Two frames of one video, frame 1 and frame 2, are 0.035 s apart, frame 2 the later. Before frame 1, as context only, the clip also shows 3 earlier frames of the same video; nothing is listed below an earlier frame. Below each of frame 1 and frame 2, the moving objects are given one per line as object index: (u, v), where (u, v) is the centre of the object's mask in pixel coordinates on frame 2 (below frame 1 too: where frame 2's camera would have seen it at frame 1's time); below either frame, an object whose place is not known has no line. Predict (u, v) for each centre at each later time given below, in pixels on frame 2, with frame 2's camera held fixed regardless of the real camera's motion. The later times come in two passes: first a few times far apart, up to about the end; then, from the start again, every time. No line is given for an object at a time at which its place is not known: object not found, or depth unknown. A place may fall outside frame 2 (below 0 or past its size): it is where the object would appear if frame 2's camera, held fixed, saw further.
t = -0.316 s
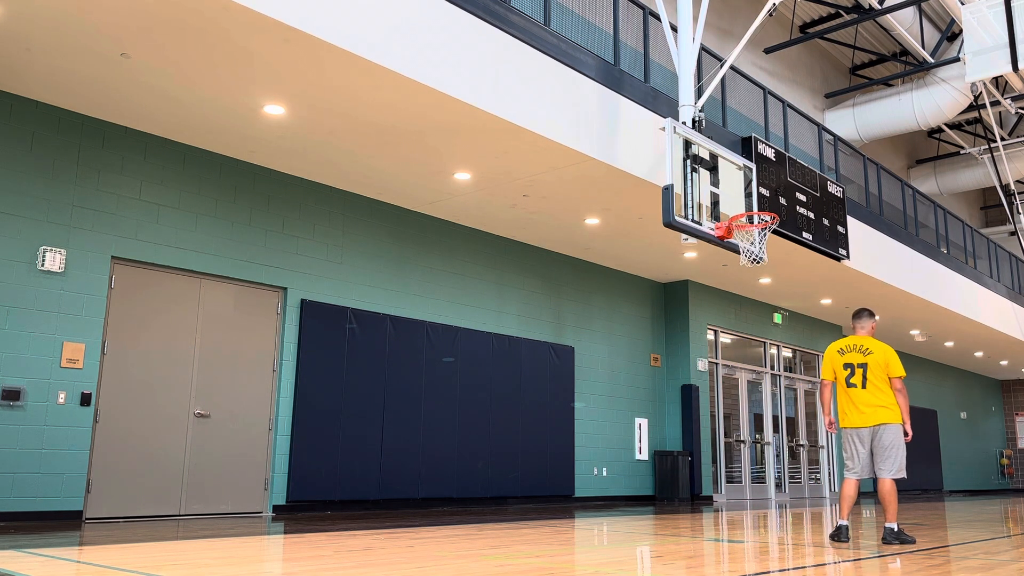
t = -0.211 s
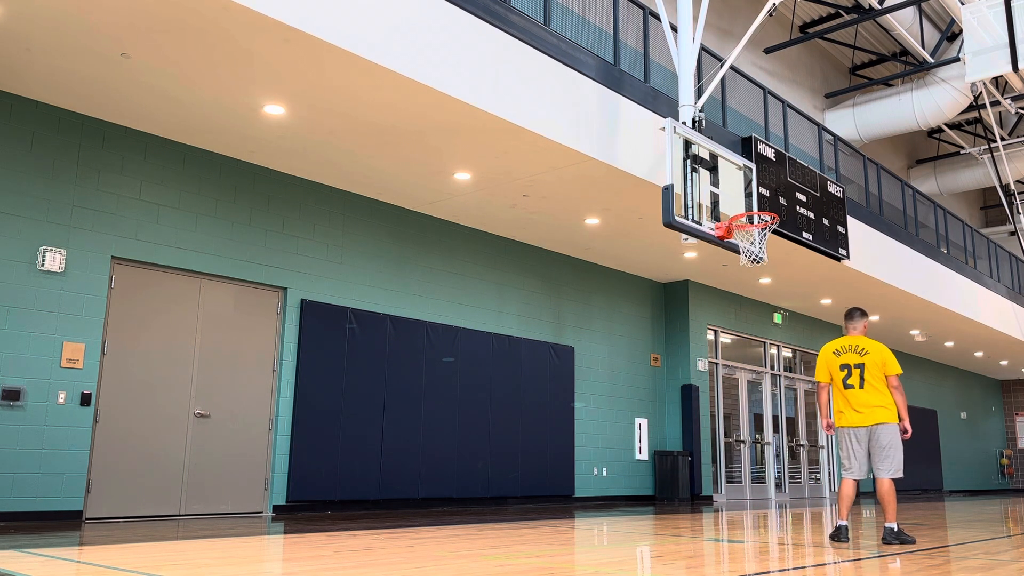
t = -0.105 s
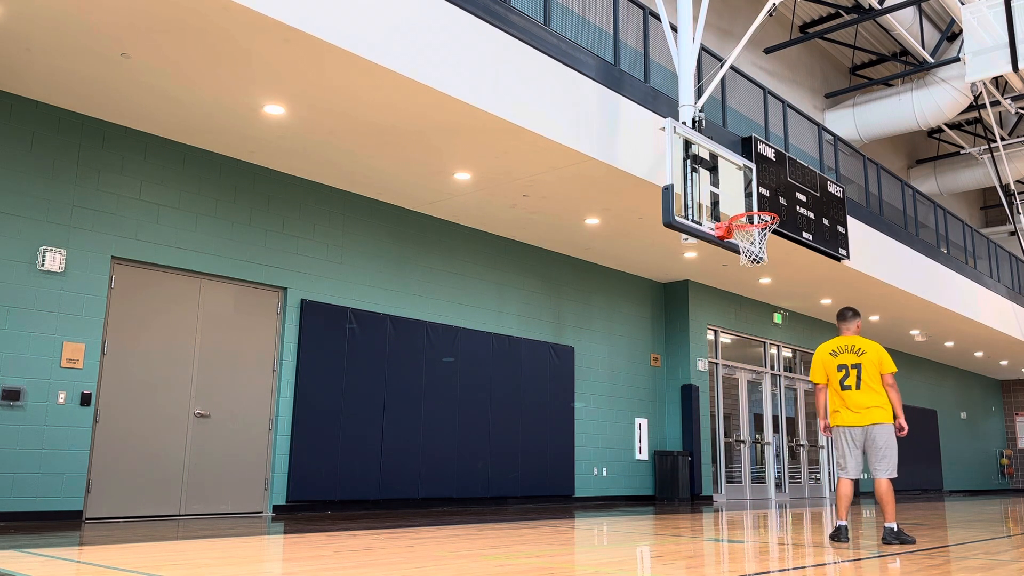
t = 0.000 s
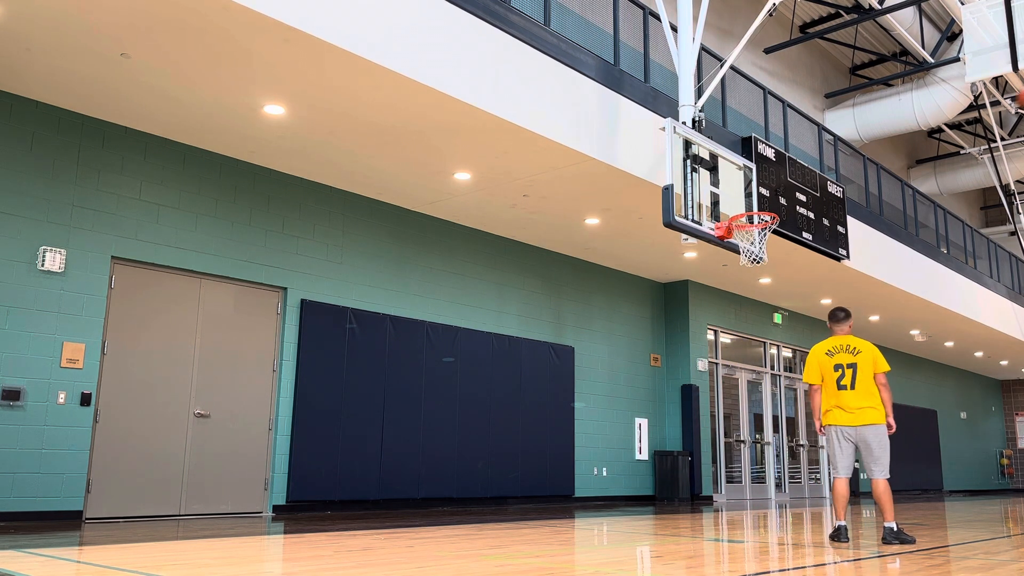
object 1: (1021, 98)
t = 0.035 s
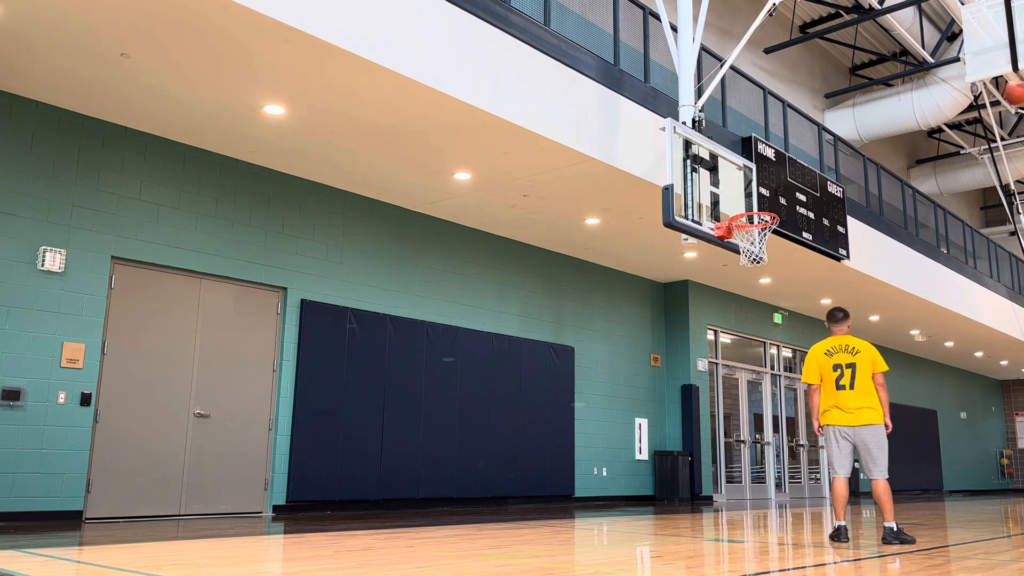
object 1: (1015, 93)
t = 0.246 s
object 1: (936, 82)
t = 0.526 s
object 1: (838, 125)
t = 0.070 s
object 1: (1003, 88)
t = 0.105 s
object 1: (990, 86)
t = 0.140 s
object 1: (976, 83)
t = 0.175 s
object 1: (962, 82)
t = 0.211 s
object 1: (949, 81)
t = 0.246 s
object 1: (936, 82)
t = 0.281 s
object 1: (924, 84)
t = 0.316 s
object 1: (911, 87)
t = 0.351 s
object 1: (899, 90)
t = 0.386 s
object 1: (887, 95)
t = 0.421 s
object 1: (874, 101)
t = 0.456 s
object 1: (862, 108)
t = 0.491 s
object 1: (850, 116)
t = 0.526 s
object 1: (838, 125)
